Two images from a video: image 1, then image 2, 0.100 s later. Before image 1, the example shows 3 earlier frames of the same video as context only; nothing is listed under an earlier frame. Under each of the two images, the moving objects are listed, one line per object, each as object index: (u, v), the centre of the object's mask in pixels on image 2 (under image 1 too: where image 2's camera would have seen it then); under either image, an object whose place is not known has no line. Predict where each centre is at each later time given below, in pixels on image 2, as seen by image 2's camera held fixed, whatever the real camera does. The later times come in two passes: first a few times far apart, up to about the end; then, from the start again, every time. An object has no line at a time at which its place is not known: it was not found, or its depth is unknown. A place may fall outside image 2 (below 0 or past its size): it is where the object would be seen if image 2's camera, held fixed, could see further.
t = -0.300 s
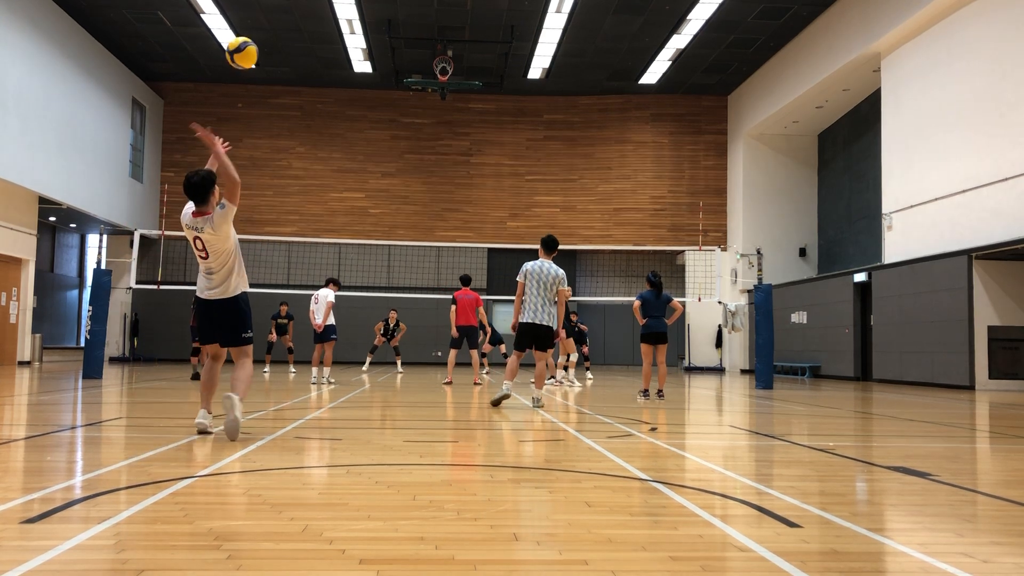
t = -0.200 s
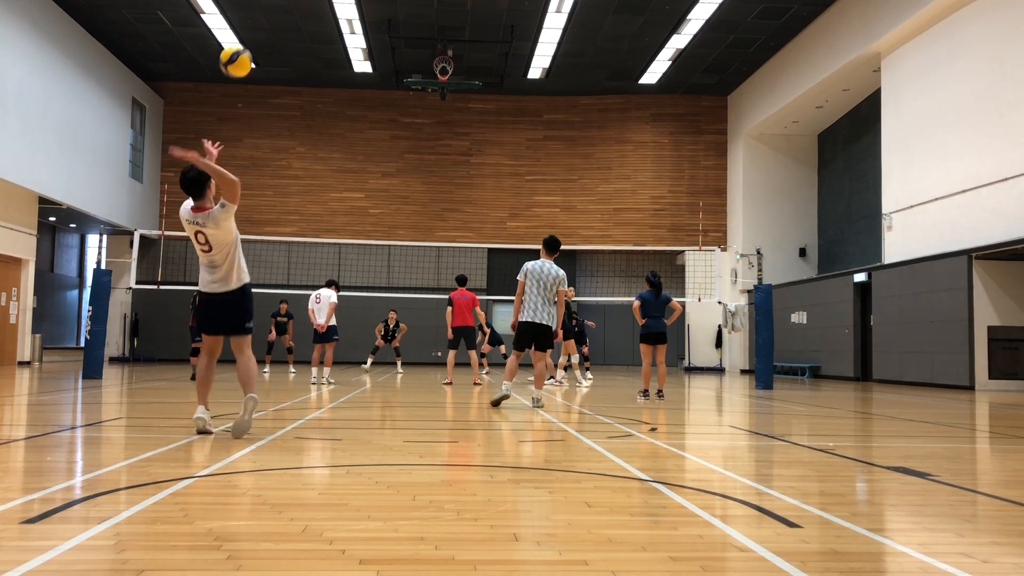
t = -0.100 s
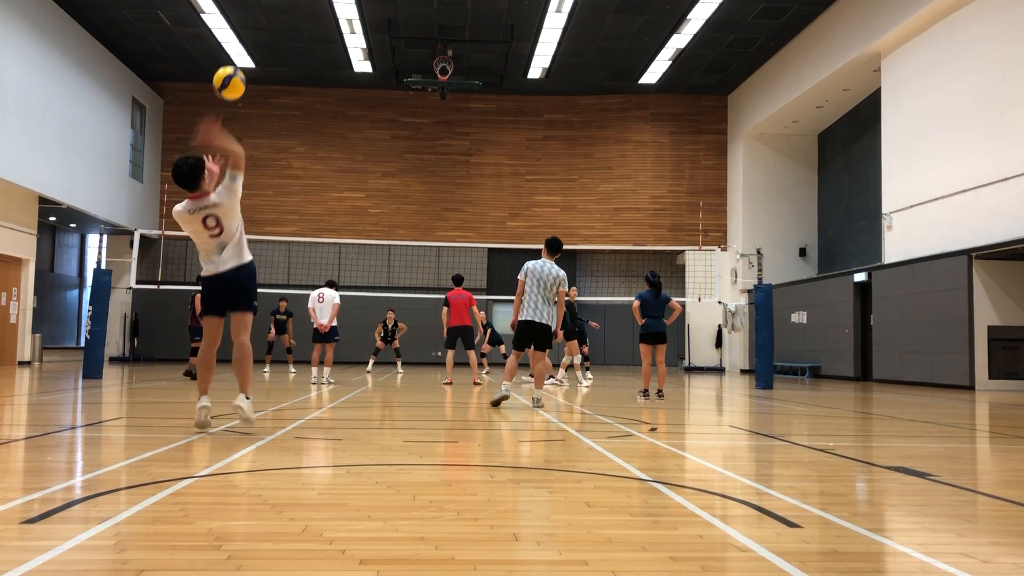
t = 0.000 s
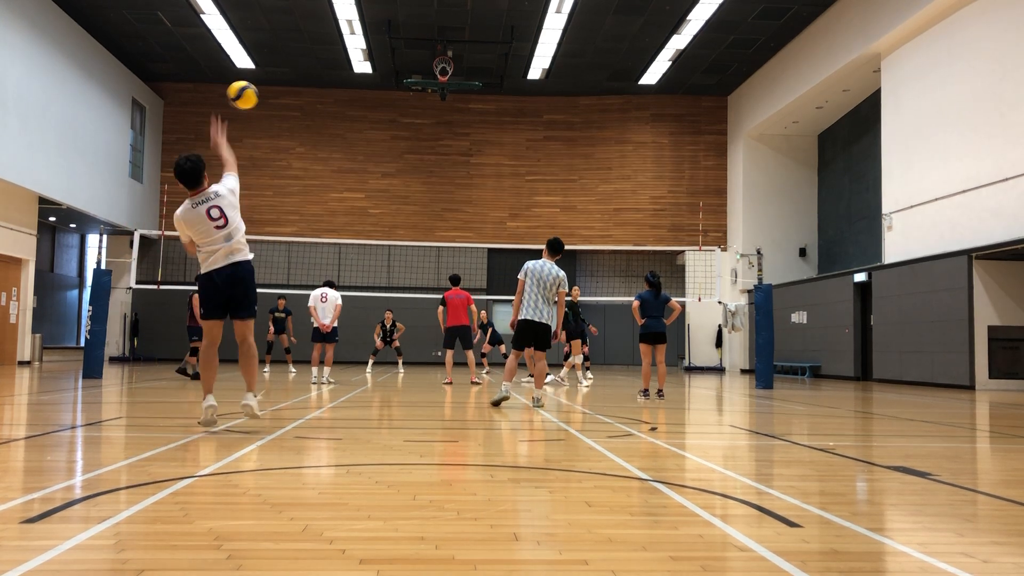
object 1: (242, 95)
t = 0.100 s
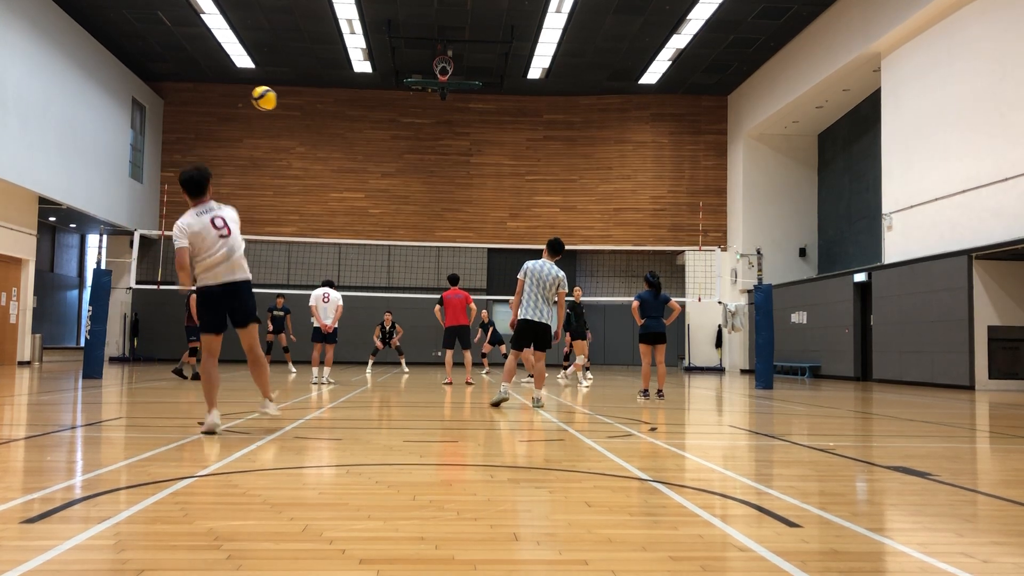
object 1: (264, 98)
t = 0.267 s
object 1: (287, 118)
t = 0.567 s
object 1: (313, 183)
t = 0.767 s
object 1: (324, 238)
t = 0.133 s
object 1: (270, 101)
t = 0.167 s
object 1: (275, 103)
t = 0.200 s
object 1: (280, 109)
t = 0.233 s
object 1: (284, 114)
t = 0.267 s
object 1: (287, 118)
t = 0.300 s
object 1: (291, 124)
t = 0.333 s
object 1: (295, 129)
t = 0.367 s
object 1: (298, 135)
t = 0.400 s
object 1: (301, 141)
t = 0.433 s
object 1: (304, 150)
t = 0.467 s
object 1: (307, 158)
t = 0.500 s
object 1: (309, 166)
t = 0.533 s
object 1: (311, 174)
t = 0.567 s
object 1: (313, 183)
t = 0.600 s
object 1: (315, 191)
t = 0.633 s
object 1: (317, 200)
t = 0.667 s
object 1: (319, 210)
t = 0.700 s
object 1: (321, 219)
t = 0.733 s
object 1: (322, 229)
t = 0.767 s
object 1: (324, 238)
